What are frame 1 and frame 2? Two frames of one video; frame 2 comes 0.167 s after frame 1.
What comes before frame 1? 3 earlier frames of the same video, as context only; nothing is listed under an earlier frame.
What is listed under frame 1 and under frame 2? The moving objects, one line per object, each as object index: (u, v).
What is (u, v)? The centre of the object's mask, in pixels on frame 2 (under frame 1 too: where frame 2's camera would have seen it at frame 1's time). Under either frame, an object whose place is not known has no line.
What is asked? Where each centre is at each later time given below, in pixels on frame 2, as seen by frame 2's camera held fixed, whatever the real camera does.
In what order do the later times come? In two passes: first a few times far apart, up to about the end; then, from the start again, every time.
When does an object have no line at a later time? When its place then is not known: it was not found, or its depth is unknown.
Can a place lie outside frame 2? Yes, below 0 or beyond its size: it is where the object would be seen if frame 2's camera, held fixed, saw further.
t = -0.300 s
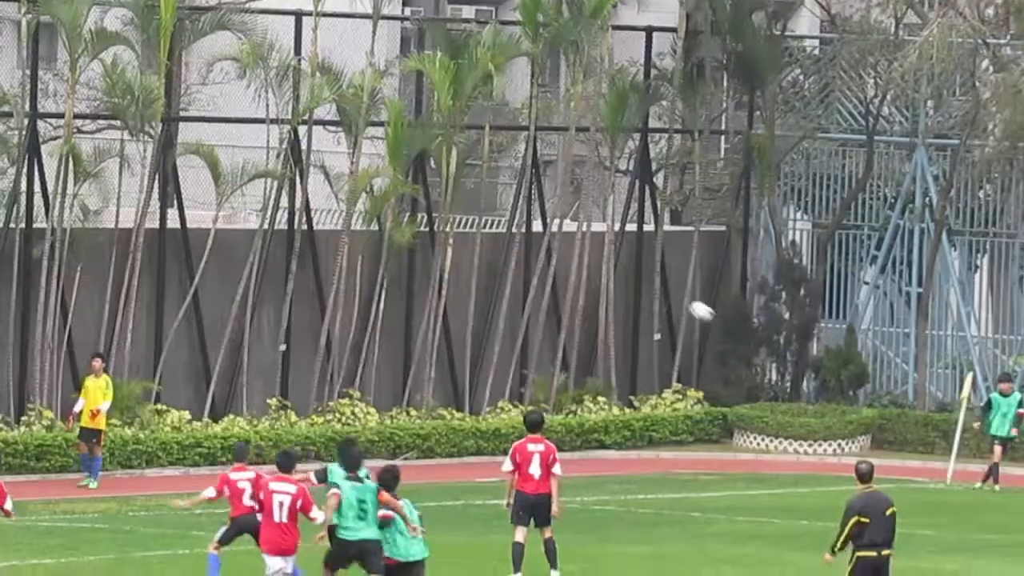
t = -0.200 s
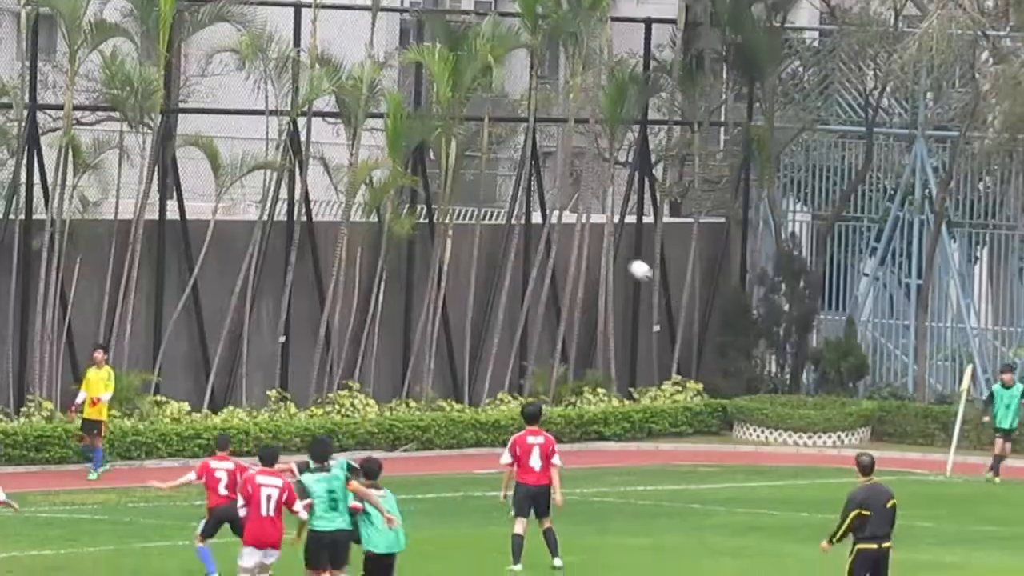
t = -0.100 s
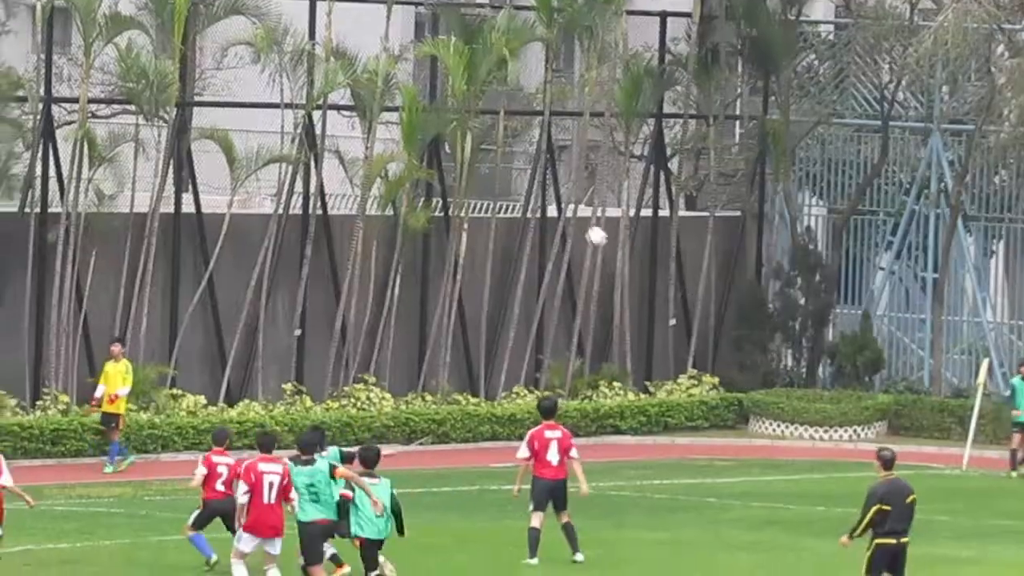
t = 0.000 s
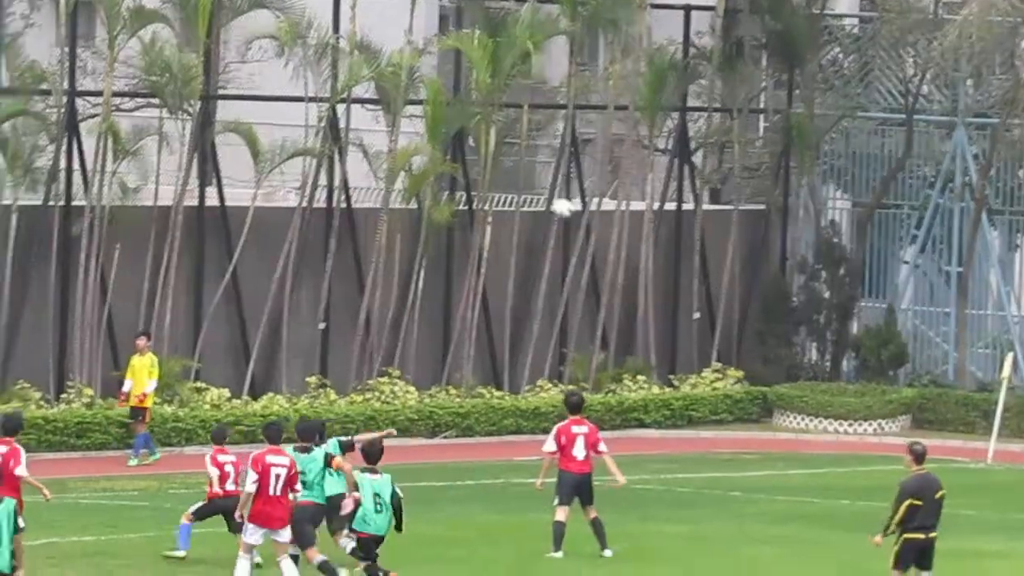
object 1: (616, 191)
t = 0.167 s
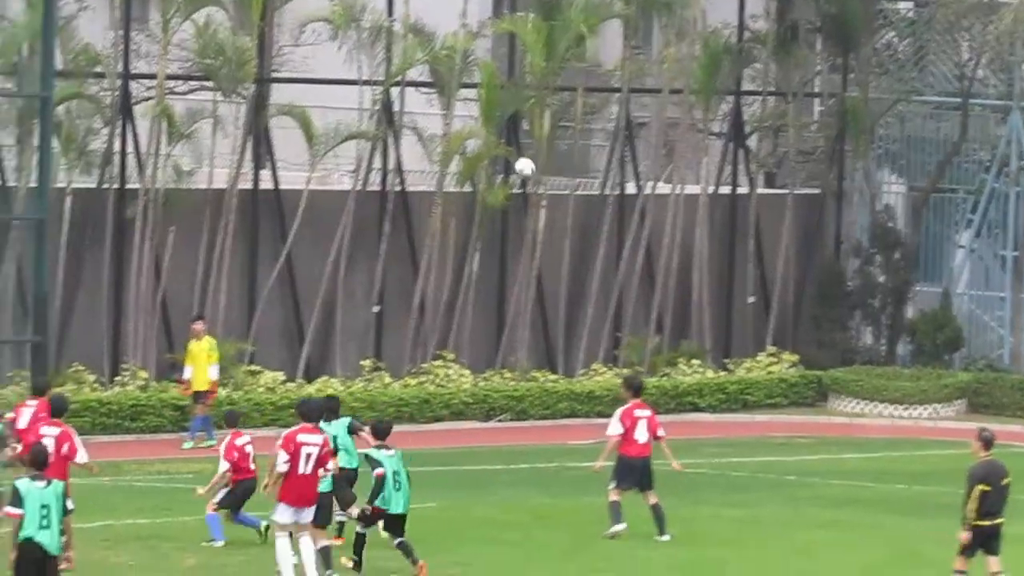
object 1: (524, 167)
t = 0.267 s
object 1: (471, 160)
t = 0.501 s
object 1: (348, 172)
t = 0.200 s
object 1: (506, 164)
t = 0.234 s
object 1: (489, 162)
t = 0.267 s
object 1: (471, 160)
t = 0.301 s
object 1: (453, 160)
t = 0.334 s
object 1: (435, 159)
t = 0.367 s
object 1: (418, 161)
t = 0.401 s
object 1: (400, 162)
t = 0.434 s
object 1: (383, 165)
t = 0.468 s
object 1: (365, 169)
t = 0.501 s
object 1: (348, 172)
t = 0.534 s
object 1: (331, 177)
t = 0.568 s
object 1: (315, 182)
